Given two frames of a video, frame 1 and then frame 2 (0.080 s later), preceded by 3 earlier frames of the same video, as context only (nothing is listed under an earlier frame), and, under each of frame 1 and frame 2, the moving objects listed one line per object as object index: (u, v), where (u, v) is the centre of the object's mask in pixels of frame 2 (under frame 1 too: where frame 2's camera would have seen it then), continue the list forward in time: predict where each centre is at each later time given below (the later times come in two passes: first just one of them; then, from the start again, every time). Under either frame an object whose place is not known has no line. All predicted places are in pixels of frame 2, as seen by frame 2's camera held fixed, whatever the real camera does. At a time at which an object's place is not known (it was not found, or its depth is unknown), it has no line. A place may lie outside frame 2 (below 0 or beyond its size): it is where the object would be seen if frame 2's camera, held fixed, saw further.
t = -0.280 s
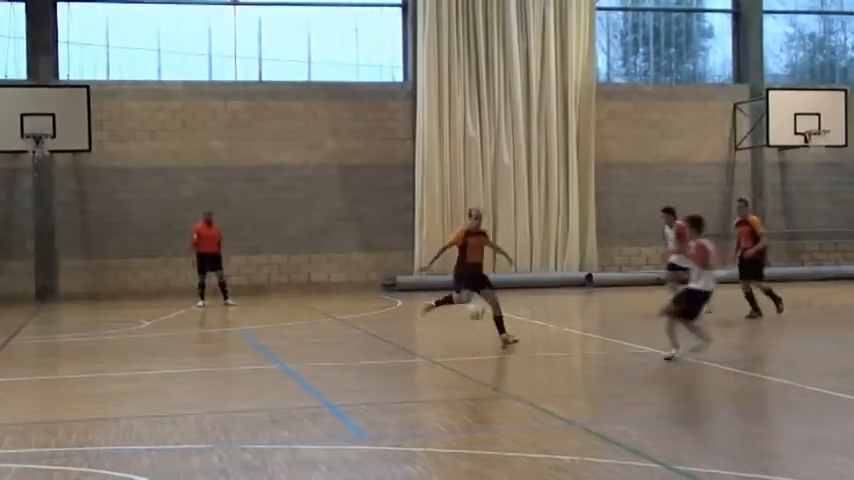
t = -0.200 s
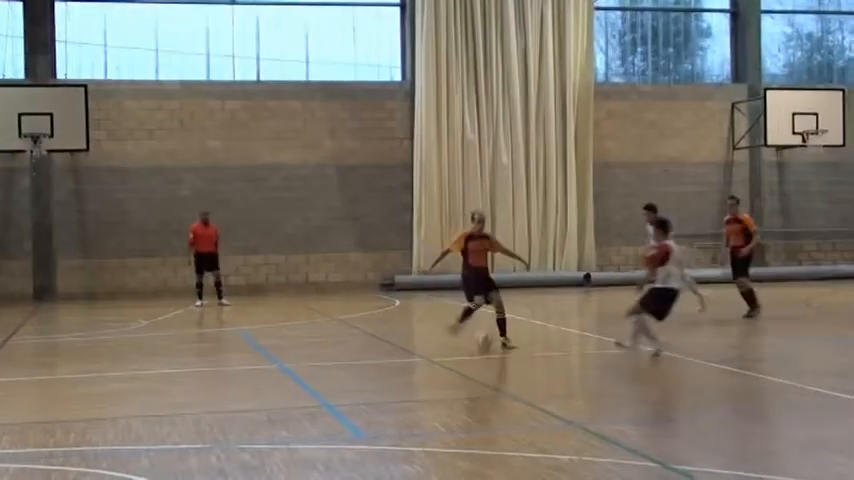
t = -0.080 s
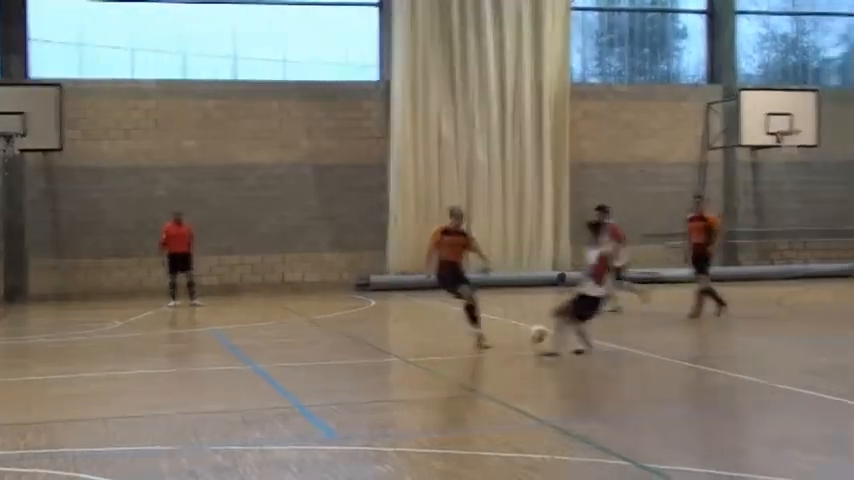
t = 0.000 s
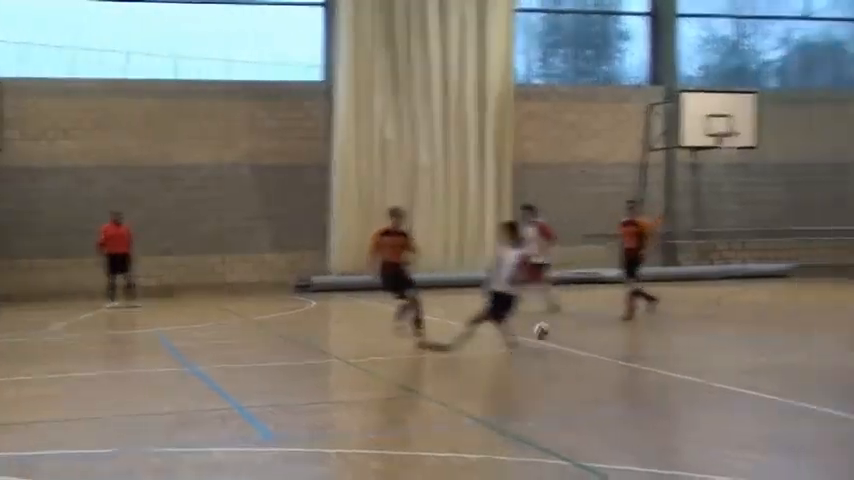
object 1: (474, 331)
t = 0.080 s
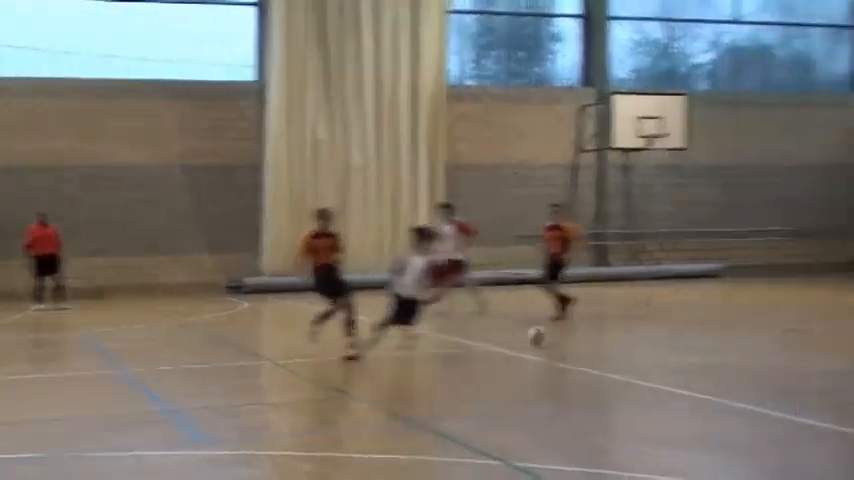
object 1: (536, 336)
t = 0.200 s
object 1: (612, 331)
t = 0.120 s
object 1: (565, 334)
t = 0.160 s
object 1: (589, 332)
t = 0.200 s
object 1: (612, 331)
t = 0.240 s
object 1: (639, 331)
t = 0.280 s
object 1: (665, 333)
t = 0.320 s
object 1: (687, 331)
